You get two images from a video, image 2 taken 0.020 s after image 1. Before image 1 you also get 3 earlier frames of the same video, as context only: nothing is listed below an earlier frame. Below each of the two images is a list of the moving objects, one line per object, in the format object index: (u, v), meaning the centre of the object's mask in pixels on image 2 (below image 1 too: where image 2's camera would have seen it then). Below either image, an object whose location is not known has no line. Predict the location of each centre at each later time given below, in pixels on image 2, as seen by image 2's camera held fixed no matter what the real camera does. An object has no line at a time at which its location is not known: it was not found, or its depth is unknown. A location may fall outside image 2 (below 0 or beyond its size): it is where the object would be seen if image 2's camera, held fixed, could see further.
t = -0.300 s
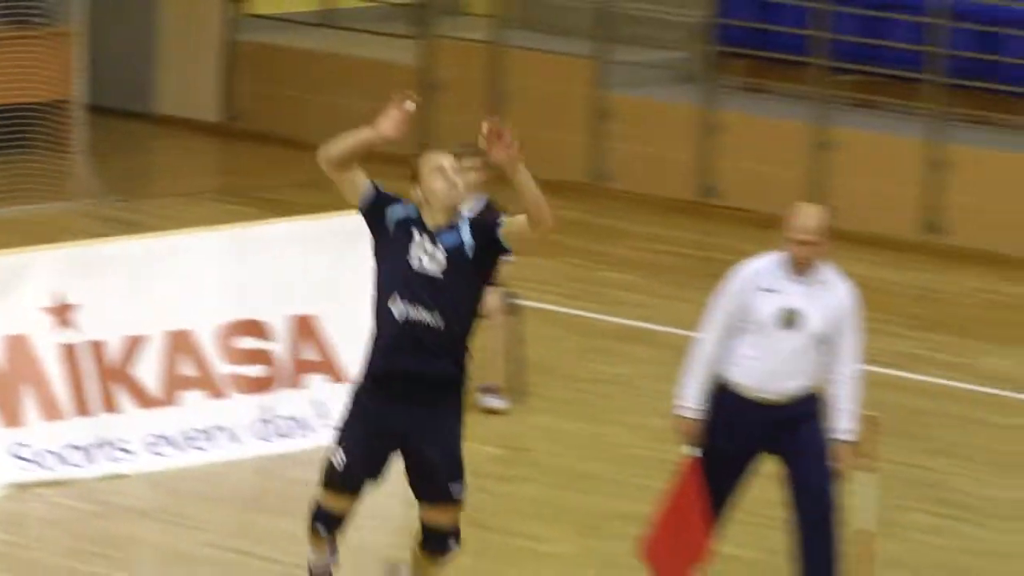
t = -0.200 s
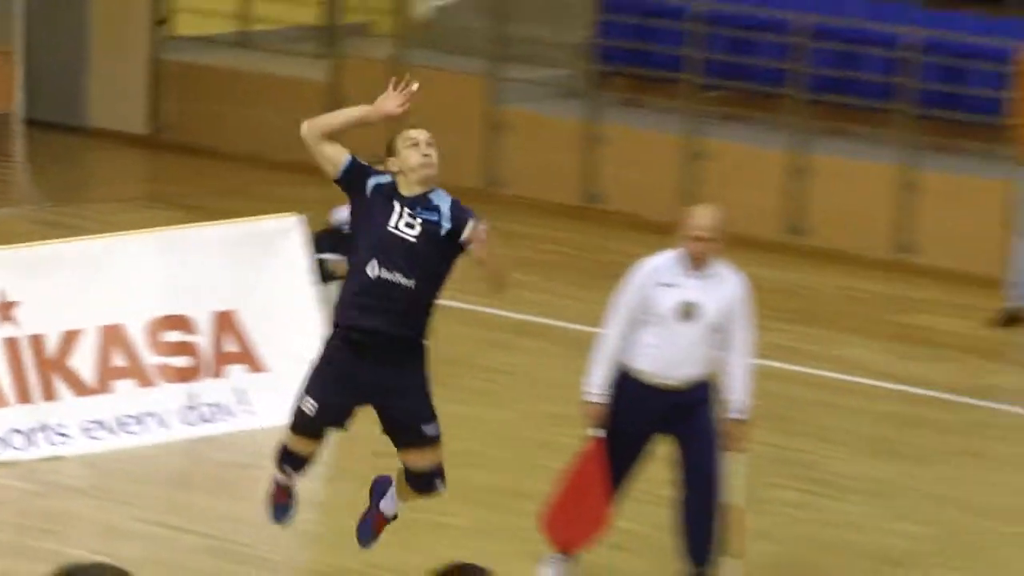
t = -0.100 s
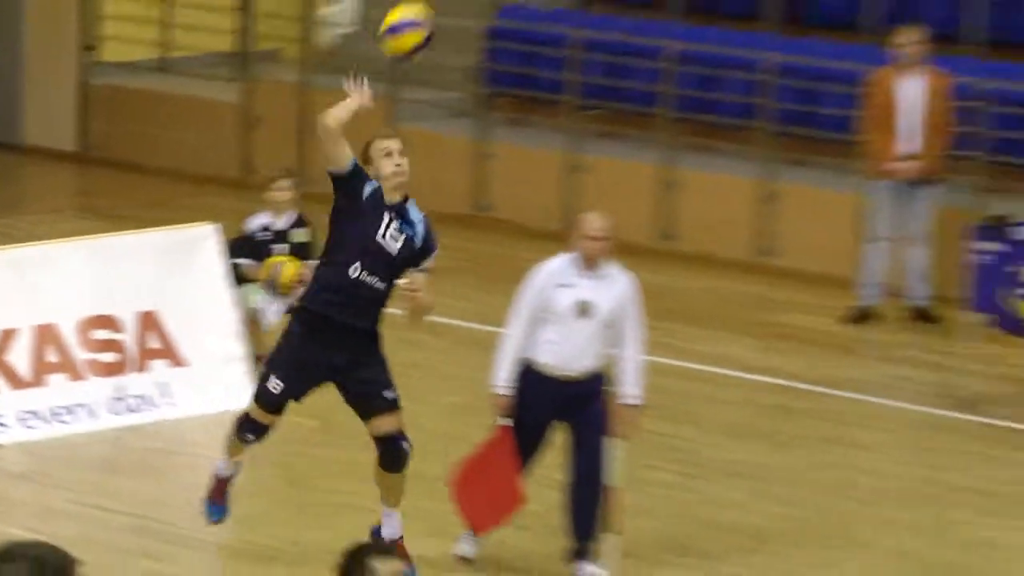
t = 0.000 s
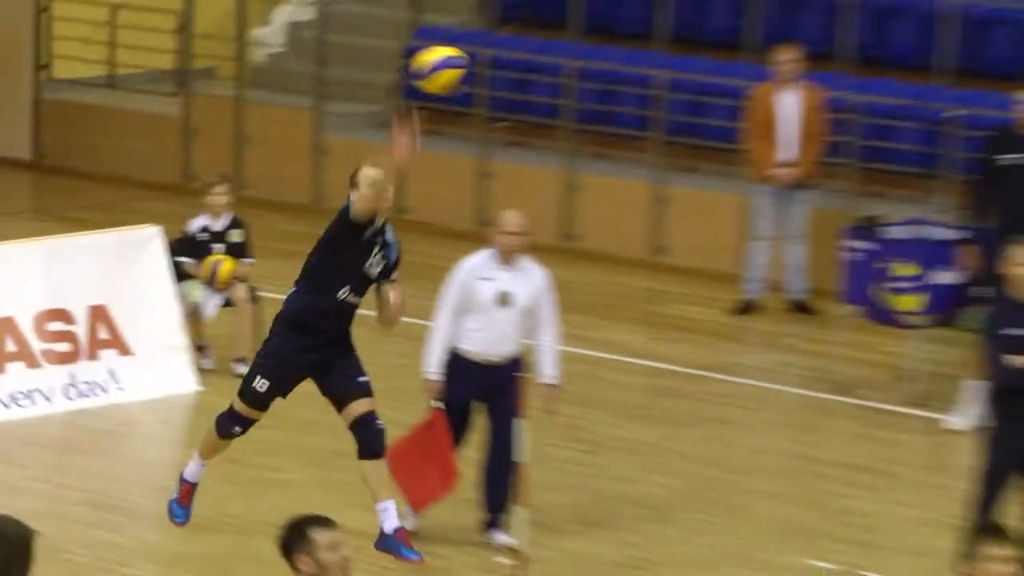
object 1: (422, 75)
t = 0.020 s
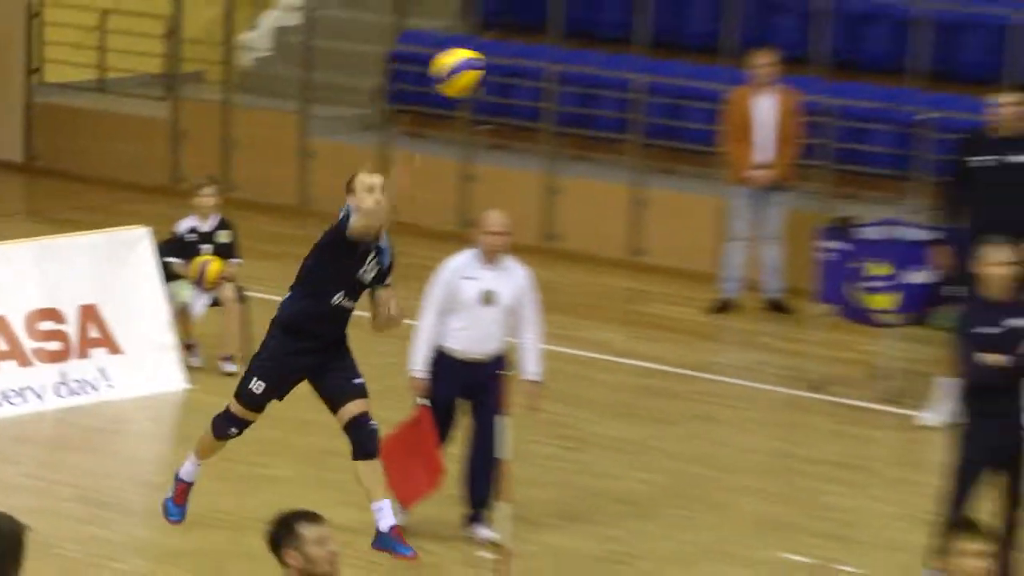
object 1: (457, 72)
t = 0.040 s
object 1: (493, 70)
